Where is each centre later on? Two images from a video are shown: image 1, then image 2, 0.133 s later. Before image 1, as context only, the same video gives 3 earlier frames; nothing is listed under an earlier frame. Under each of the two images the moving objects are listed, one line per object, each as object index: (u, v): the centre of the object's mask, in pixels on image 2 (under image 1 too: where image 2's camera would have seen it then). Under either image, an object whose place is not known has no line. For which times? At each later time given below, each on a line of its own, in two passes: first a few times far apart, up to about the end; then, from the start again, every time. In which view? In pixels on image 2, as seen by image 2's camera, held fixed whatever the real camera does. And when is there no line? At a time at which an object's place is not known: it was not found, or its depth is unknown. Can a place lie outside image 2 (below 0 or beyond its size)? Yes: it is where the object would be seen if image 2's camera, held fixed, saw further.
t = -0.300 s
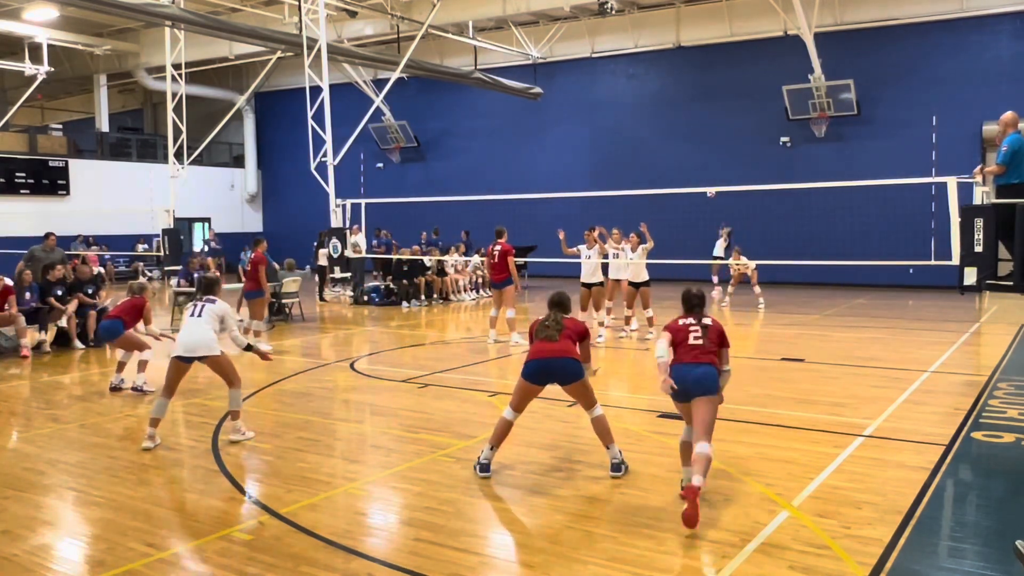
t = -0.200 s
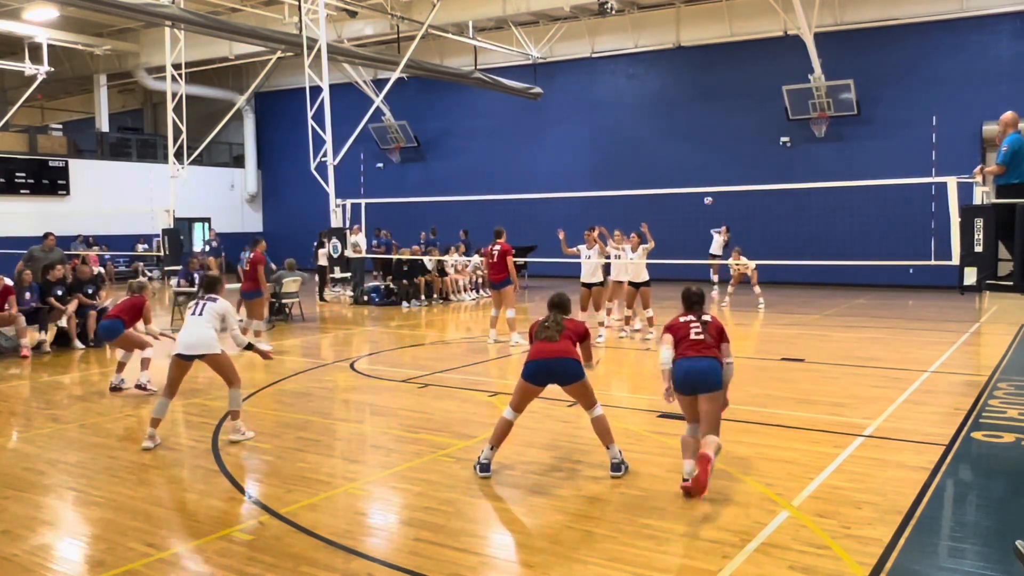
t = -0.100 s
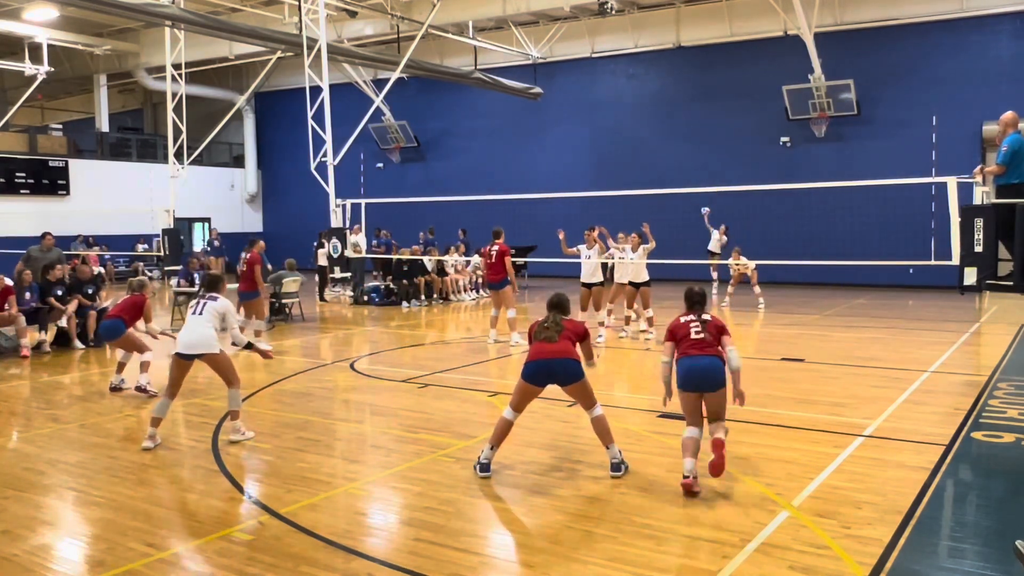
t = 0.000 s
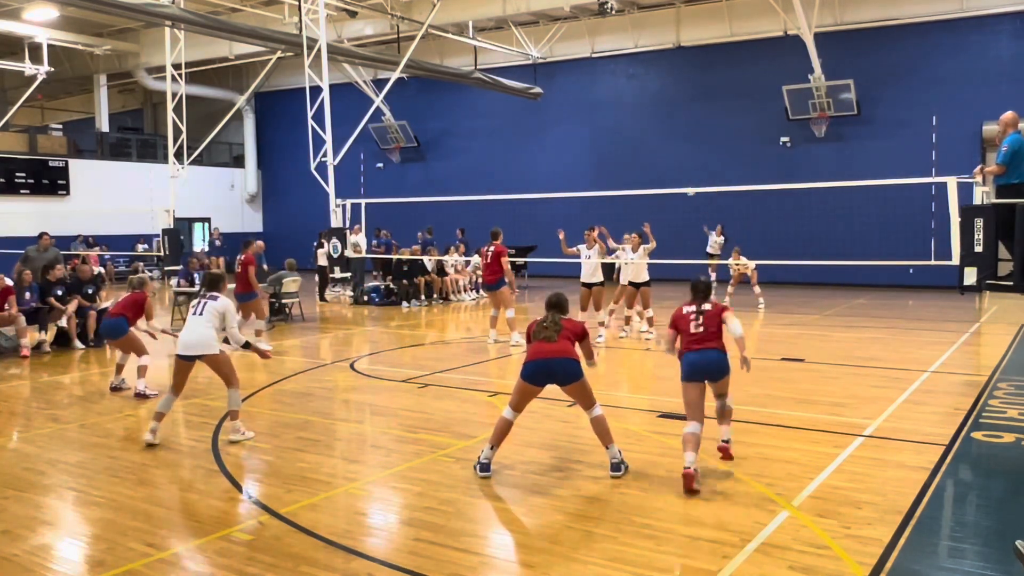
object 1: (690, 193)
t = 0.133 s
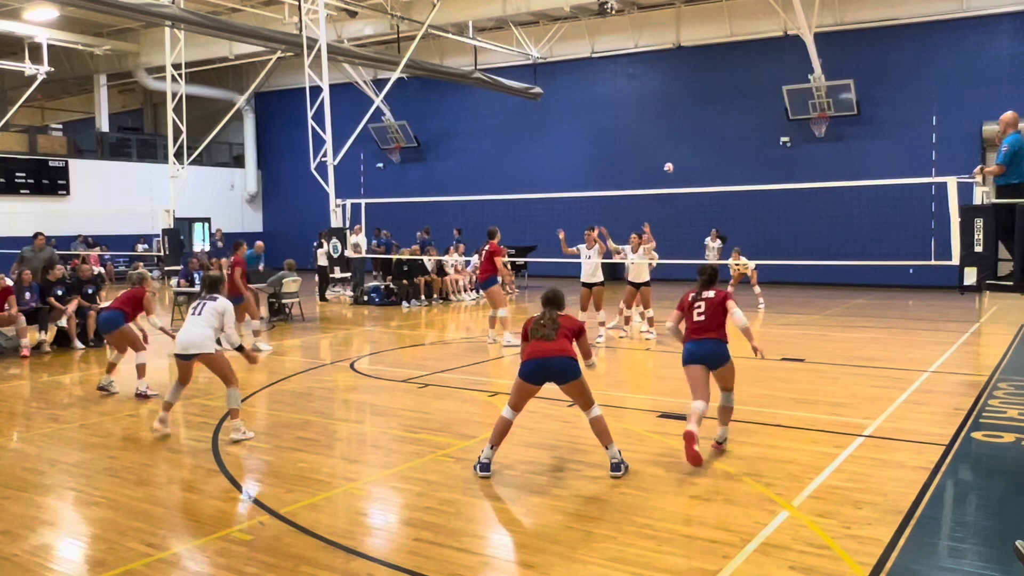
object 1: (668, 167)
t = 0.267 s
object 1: (644, 146)
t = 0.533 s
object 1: (578, 116)
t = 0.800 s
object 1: (478, 134)
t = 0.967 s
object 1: (388, 183)
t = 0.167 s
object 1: (663, 162)
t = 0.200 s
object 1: (656, 156)
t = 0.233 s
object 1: (650, 151)
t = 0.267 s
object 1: (644, 146)
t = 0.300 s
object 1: (637, 141)
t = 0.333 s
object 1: (629, 135)
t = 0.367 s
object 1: (622, 132)
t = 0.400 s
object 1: (614, 128)
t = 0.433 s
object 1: (606, 124)
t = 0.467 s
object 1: (597, 120)
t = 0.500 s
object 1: (587, 117)
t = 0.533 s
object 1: (578, 116)
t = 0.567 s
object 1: (567, 114)
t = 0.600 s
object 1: (556, 114)
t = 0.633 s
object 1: (545, 114)
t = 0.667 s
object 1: (533, 116)
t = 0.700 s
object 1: (520, 119)
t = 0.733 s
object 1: (507, 123)
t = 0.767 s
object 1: (493, 128)
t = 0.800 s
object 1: (478, 134)
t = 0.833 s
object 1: (462, 141)
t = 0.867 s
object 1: (445, 150)
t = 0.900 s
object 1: (428, 159)
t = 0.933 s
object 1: (409, 170)
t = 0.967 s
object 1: (388, 183)
